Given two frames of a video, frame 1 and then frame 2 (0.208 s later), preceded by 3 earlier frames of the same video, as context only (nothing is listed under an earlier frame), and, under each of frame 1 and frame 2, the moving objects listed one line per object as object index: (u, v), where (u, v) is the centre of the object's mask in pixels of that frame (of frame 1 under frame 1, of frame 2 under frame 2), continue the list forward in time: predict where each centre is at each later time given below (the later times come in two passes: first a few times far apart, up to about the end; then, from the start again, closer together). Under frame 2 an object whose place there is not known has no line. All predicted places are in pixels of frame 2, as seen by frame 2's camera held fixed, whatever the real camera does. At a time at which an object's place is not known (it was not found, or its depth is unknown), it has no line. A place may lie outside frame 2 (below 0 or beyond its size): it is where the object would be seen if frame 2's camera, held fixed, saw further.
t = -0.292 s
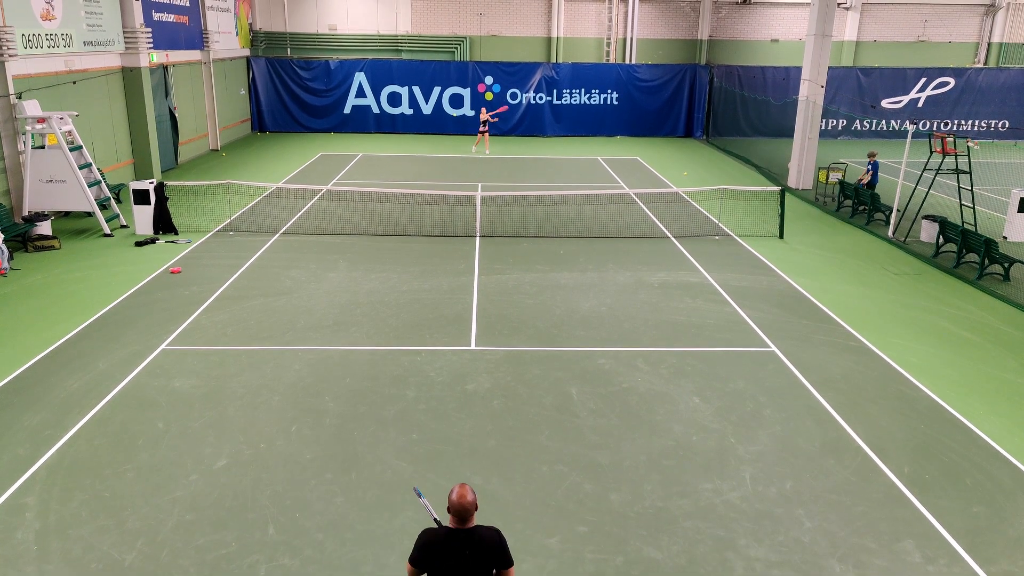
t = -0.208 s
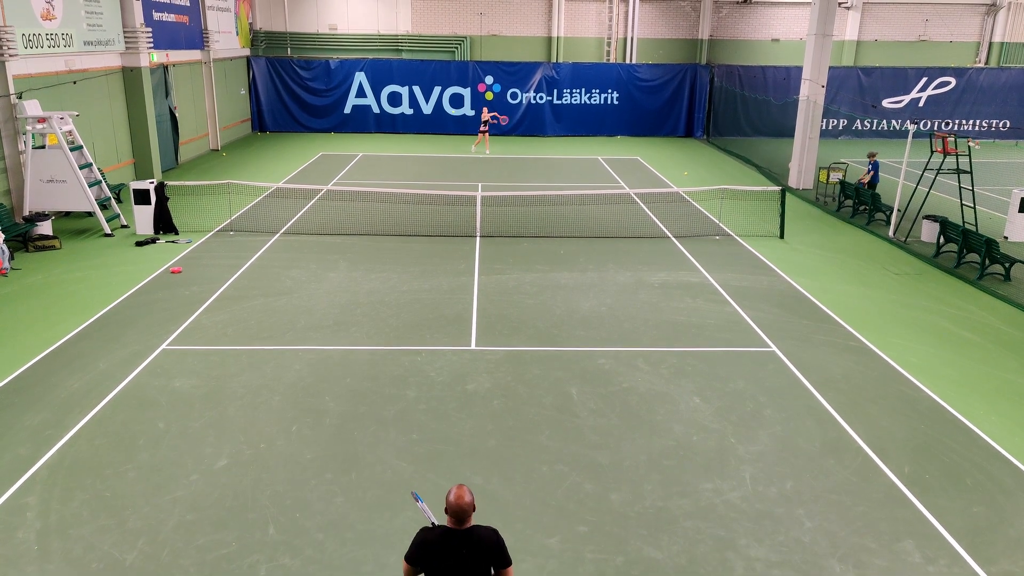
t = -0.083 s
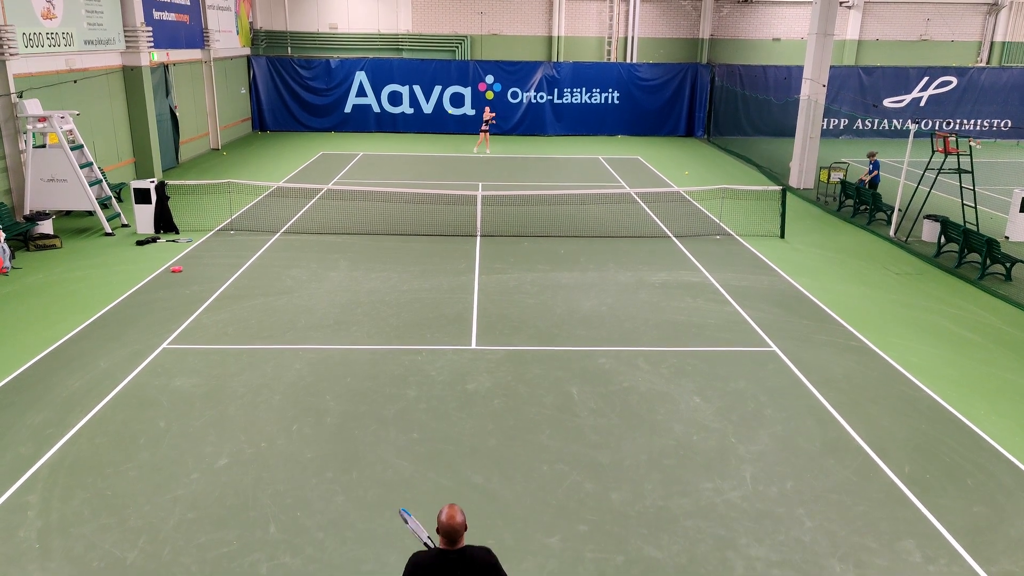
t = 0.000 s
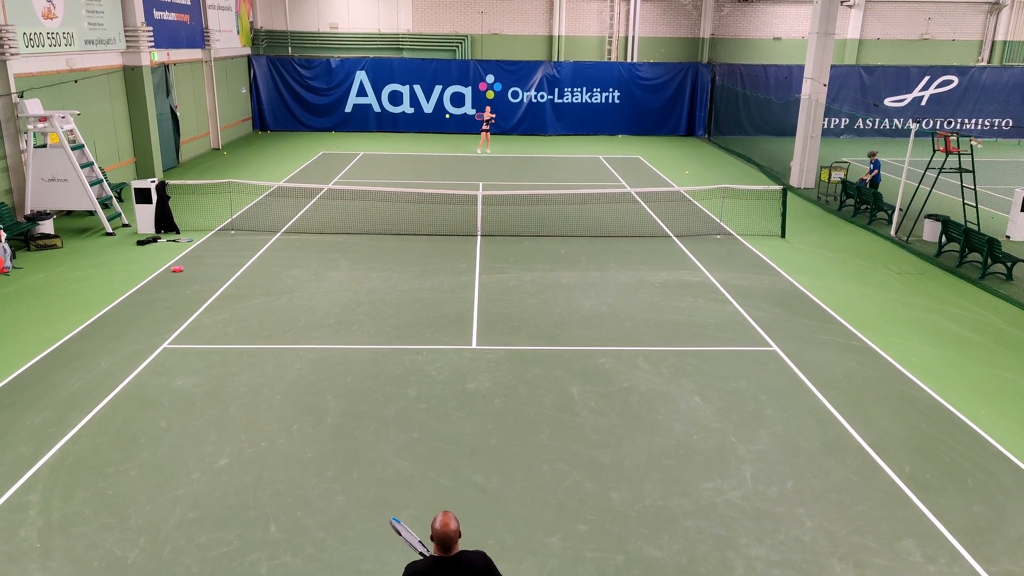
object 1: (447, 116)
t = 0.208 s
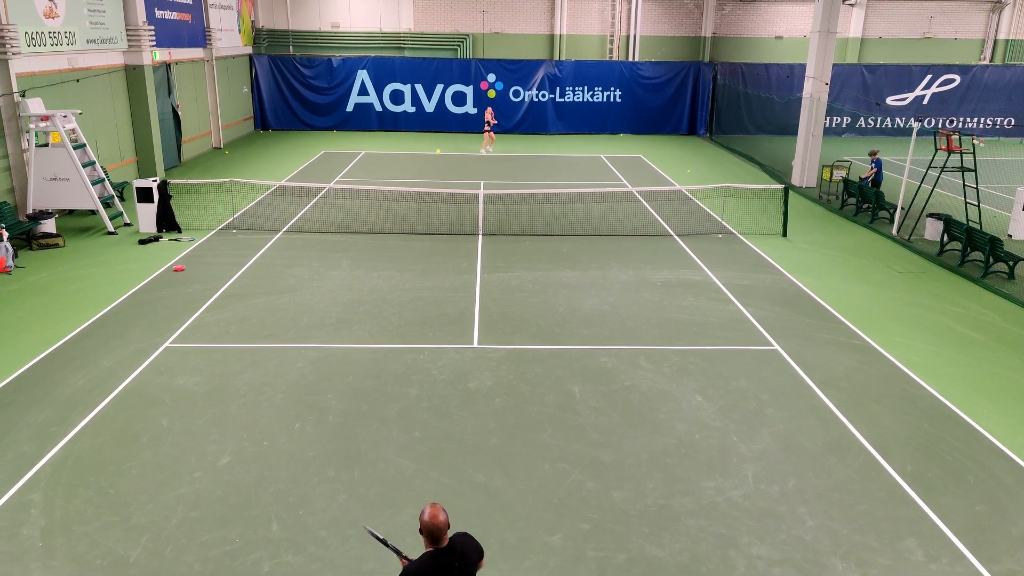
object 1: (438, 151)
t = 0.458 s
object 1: (416, 267)
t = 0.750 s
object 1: (368, 475)
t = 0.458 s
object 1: (416, 267)
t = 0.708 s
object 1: (373, 473)
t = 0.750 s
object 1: (368, 475)
